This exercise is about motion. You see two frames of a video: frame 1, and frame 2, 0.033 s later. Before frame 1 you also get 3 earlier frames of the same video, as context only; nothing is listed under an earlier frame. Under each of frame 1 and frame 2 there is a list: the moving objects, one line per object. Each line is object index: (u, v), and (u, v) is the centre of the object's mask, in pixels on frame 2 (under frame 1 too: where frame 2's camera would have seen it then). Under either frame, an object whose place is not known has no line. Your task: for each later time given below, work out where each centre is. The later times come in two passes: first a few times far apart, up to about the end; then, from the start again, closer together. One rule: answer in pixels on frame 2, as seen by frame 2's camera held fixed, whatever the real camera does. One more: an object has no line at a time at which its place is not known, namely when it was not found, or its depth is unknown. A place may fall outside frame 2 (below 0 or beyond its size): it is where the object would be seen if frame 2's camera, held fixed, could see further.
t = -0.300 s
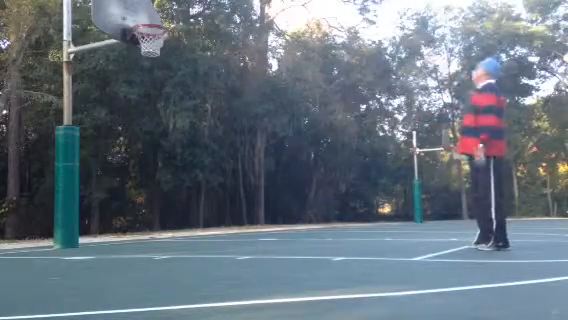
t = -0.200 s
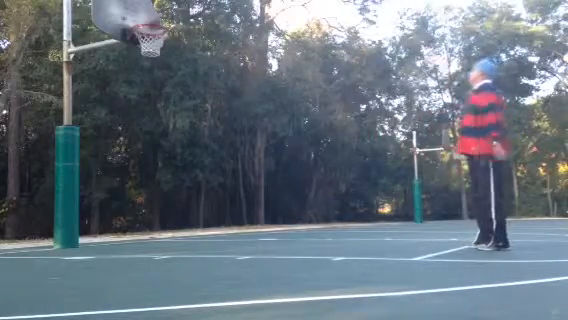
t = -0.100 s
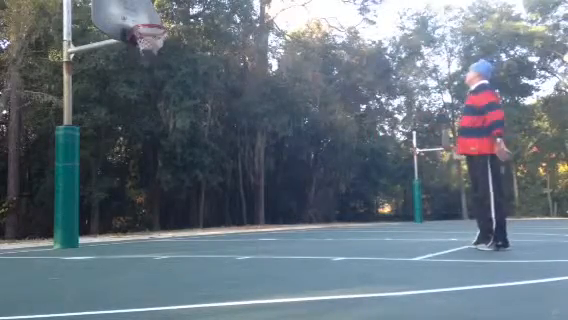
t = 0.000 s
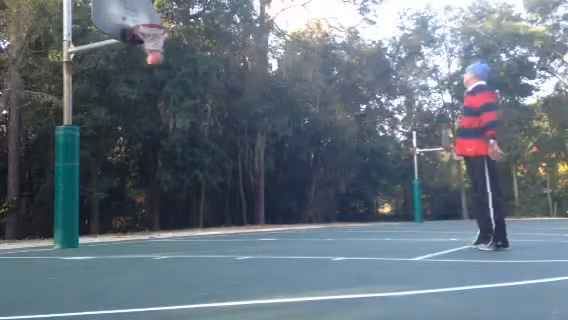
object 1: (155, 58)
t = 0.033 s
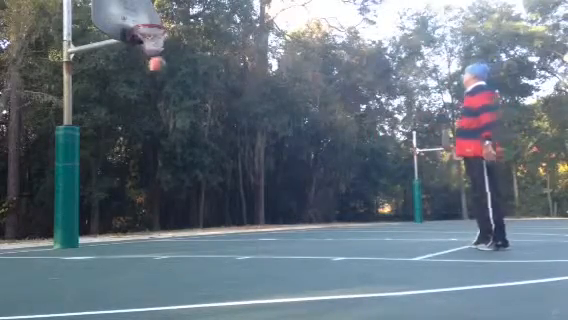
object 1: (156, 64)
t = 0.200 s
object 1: (167, 105)
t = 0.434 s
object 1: (182, 200)
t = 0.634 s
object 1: (195, 196)
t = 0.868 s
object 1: (209, 145)
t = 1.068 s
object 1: (223, 134)
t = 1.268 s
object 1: (238, 151)
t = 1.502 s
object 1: (255, 215)
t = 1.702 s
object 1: (269, 201)
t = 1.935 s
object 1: (284, 174)
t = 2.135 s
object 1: (298, 185)
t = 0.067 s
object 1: (158, 71)
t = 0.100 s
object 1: (161, 78)
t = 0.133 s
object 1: (163, 86)
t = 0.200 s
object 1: (167, 105)
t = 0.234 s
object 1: (169, 115)
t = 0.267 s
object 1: (171, 126)
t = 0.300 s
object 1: (174, 140)
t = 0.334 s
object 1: (177, 152)
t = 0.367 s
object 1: (179, 168)
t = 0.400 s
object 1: (181, 183)
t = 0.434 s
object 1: (182, 200)
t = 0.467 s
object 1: (184, 216)
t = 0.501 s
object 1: (184, 237)
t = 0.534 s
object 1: (188, 228)
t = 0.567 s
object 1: (191, 216)
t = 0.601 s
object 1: (192, 205)
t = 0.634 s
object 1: (195, 196)
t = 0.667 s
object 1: (196, 185)
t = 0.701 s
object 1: (198, 177)
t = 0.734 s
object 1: (200, 169)
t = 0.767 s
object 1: (203, 163)
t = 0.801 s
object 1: (205, 155)
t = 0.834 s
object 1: (207, 149)
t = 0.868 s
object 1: (209, 145)
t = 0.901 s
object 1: (211, 141)
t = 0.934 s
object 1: (214, 138)
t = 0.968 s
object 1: (216, 136)
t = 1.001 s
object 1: (219, 134)
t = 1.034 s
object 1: (221, 134)
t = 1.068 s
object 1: (223, 134)
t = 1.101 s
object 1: (226, 134)
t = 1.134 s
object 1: (228, 136)
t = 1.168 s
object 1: (230, 138)
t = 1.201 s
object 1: (233, 141)
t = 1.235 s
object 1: (235, 146)
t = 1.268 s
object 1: (238, 151)
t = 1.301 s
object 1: (240, 157)
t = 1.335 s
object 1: (243, 165)
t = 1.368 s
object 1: (246, 173)
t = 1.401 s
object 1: (248, 182)
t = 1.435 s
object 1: (250, 192)
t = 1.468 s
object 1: (253, 204)
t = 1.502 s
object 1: (255, 215)
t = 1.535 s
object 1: (259, 229)
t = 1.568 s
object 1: (262, 234)
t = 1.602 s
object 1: (263, 225)
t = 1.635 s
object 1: (265, 215)
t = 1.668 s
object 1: (267, 207)
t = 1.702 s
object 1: (269, 201)
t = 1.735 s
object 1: (271, 194)
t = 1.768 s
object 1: (273, 189)
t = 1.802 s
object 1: (276, 184)
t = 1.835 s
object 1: (277, 180)
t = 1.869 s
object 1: (280, 177)
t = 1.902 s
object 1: (282, 175)
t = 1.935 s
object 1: (284, 174)
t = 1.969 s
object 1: (286, 173)
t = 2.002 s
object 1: (289, 174)
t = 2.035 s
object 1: (291, 176)
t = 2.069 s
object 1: (293, 179)
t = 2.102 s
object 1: (296, 181)
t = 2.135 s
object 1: (298, 185)
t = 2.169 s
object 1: (301, 192)
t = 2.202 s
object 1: (303, 198)
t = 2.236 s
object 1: (306, 205)
